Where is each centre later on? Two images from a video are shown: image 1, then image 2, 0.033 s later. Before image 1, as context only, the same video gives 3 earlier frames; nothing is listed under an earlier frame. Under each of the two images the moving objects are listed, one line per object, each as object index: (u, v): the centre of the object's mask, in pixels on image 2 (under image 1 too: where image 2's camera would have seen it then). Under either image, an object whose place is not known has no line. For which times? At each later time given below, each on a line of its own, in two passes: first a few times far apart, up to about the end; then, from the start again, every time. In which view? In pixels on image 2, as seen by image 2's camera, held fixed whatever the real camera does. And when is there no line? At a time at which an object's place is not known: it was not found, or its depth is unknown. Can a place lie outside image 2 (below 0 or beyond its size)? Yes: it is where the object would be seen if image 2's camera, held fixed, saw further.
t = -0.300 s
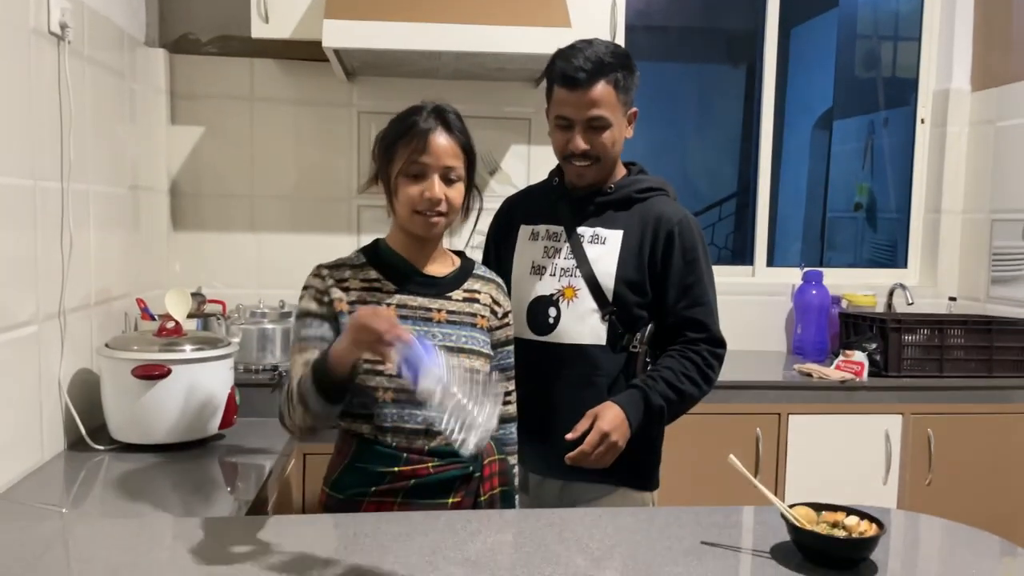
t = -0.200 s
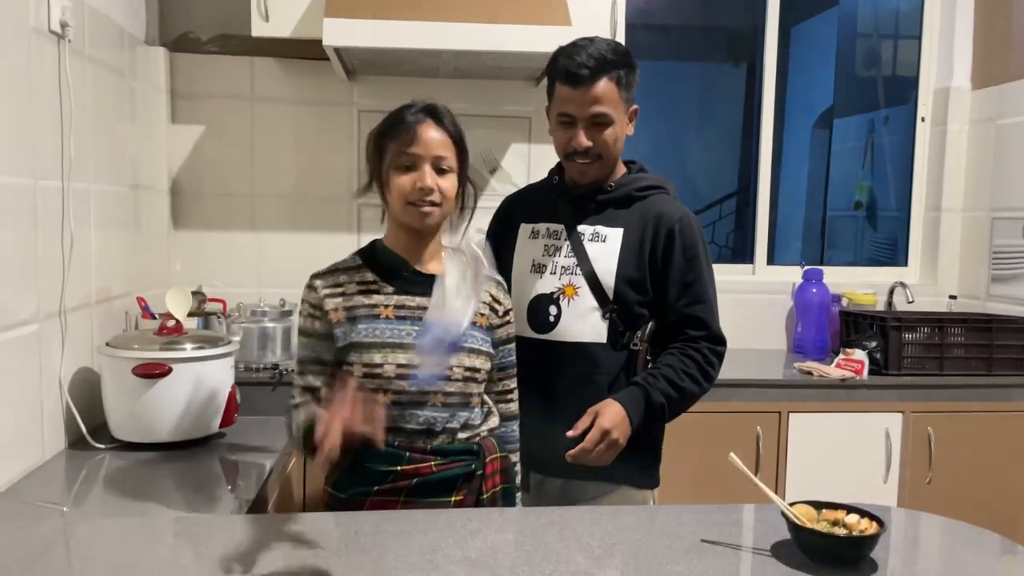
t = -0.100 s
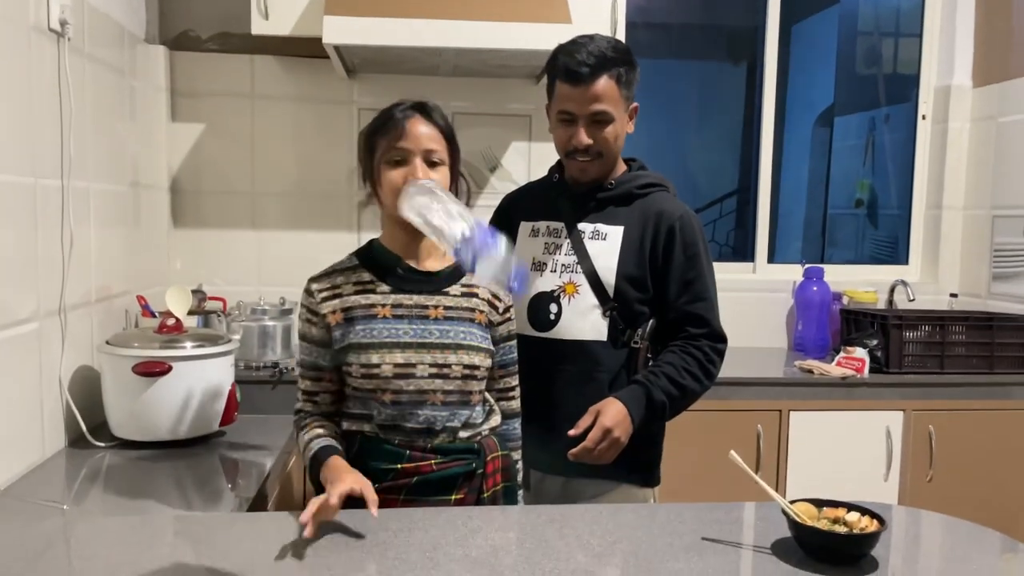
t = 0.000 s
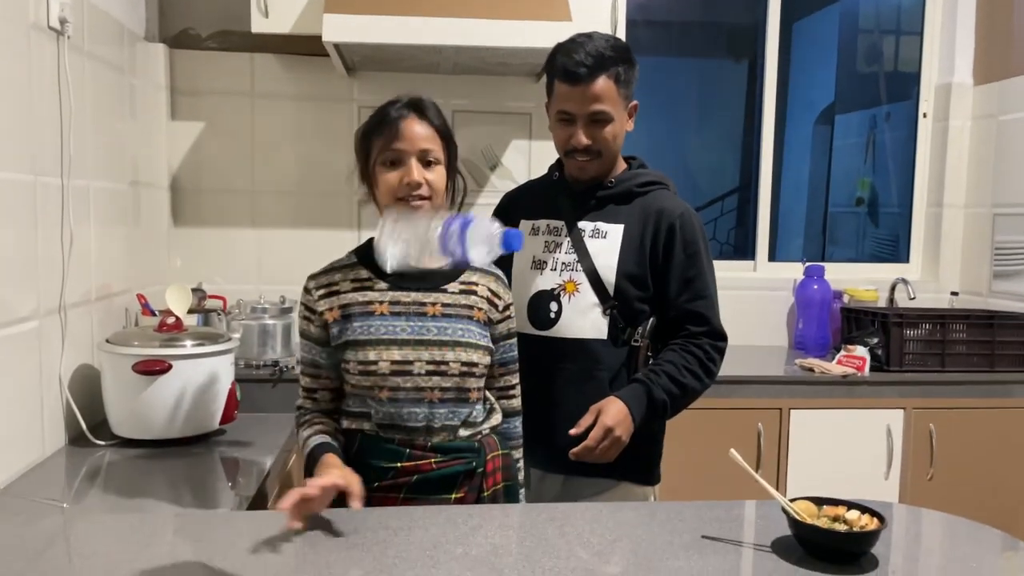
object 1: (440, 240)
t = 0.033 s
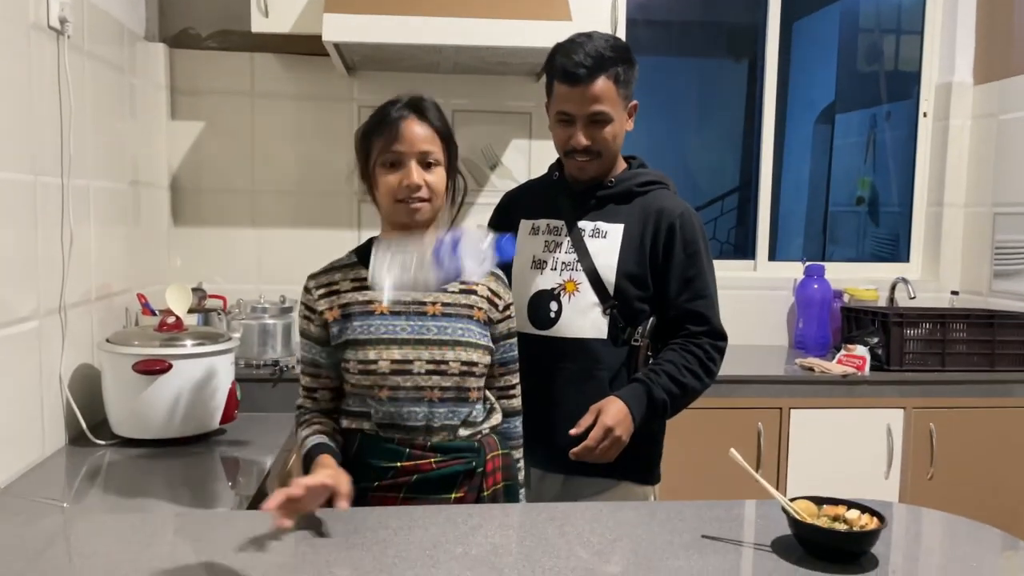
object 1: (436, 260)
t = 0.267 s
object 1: (414, 534)
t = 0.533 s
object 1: (375, 567)
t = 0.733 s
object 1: (350, 571)
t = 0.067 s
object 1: (427, 292)
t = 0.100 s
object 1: (418, 334)
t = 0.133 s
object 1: (413, 384)
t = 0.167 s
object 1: (407, 435)
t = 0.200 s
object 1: (400, 499)
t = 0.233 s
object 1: (408, 522)
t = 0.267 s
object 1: (414, 534)
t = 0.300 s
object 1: (413, 552)
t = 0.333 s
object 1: (397, 560)
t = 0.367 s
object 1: (390, 560)
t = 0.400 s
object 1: (387, 562)
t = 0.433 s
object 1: (386, 564)
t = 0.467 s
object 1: (380, 565)
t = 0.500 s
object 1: (377, 566)
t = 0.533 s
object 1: (375, 567)
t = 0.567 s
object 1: (372, 567)
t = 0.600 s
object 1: (369, 568)
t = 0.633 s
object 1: (365, 569)
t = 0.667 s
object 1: (359, 569)
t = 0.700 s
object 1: (354, 570)
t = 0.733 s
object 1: (350, 571)
